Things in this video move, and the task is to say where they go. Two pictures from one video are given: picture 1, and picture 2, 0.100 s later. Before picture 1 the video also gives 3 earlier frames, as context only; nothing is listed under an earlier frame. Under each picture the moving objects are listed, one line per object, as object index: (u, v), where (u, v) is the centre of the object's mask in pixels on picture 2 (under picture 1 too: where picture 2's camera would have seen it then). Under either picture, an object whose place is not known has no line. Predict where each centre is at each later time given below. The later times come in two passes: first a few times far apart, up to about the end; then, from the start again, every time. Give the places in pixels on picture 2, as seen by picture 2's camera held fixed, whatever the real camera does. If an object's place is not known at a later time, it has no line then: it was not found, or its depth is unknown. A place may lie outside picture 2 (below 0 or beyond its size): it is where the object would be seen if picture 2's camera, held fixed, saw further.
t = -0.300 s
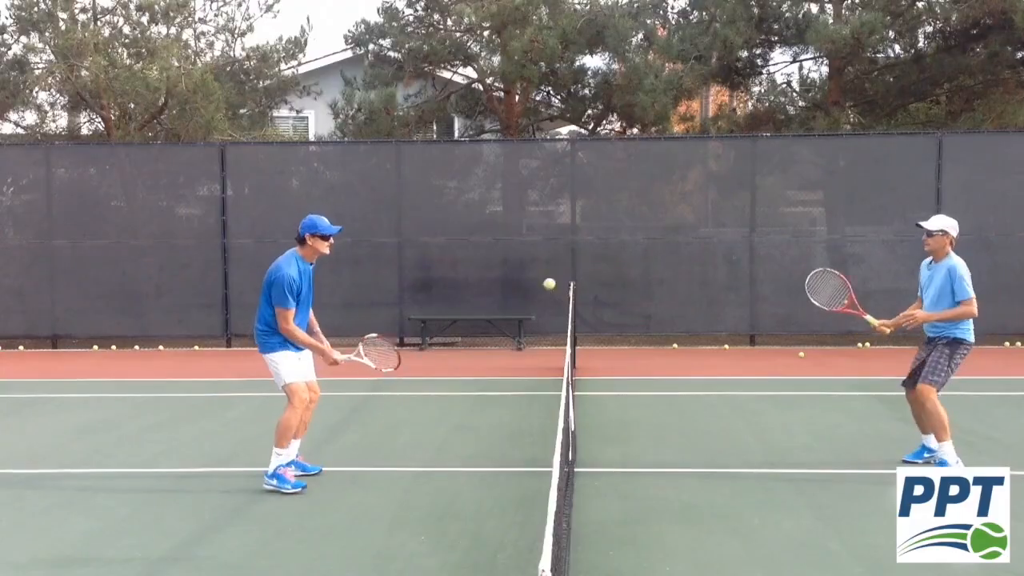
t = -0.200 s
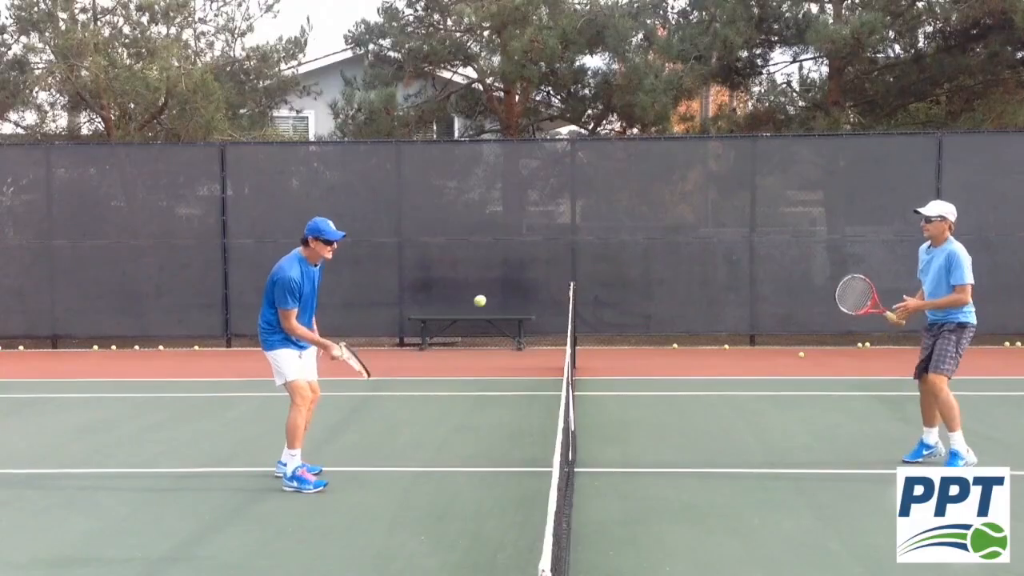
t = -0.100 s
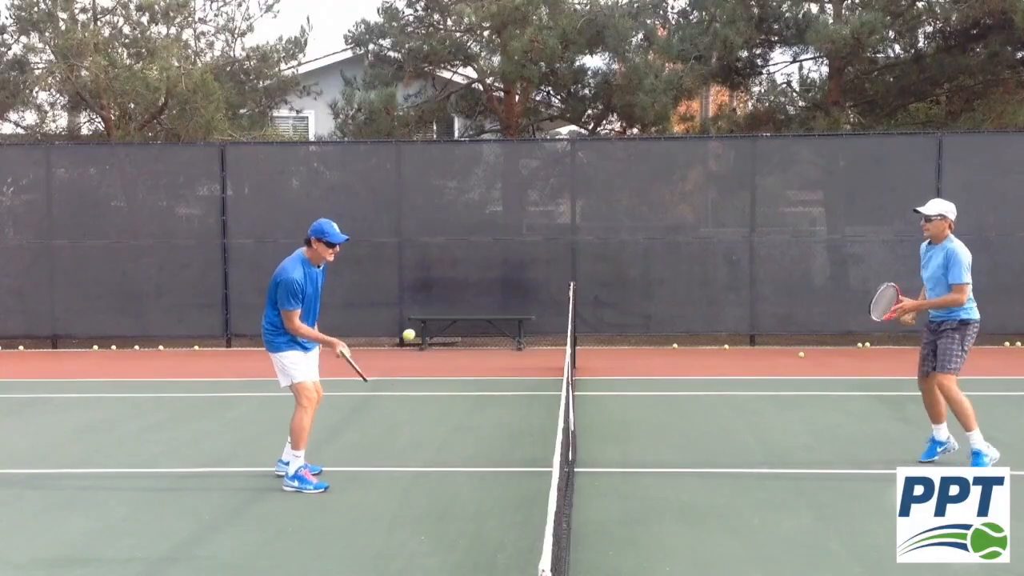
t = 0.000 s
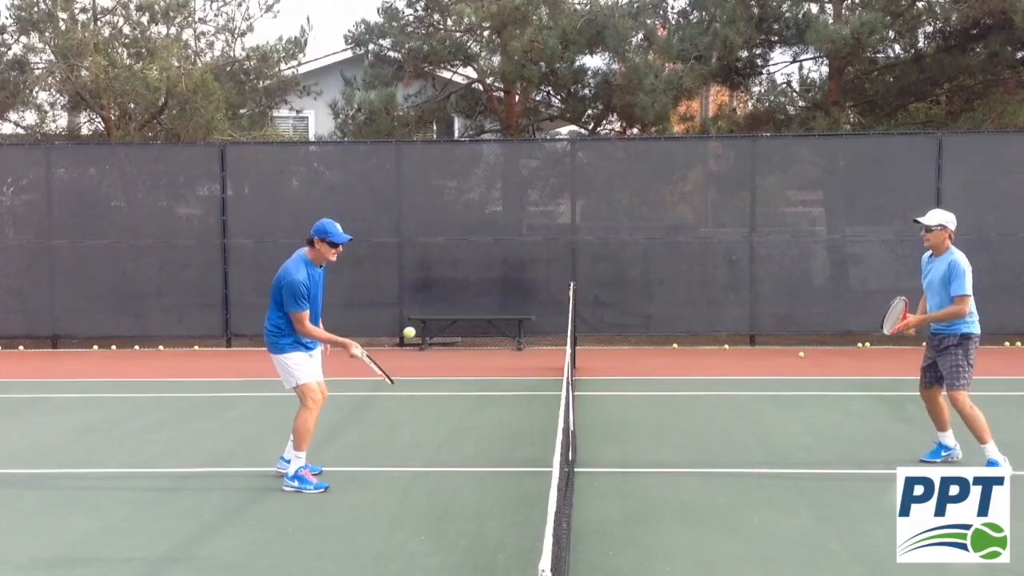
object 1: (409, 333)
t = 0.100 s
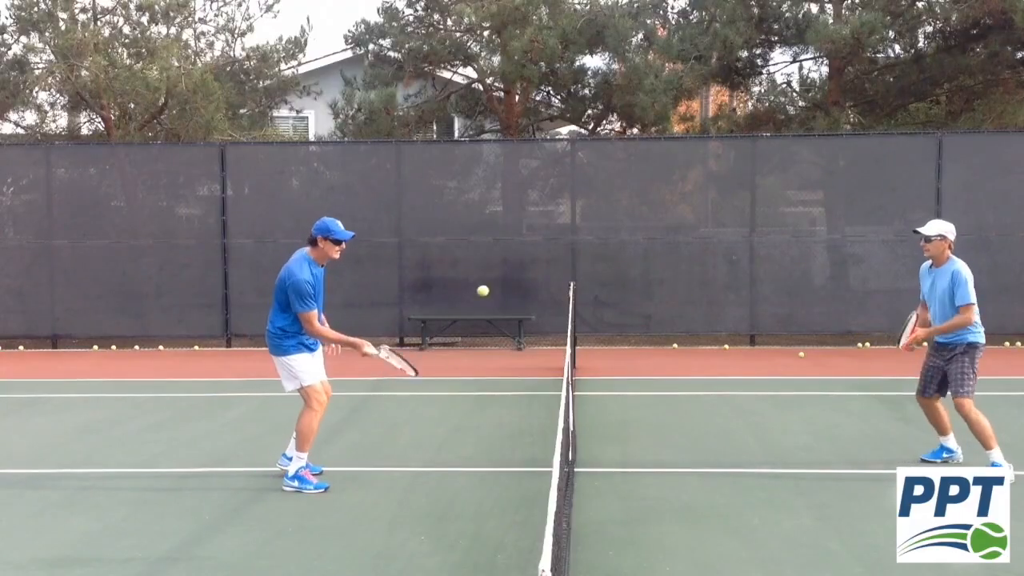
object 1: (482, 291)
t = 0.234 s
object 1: (574, 262)
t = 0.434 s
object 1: (699, 270)
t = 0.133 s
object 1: (506, 281)
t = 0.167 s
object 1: (529, 273)
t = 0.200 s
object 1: (552, 266)
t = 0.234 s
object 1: (574, 262)
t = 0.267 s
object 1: (596, 259)
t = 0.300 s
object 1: (617, 258)
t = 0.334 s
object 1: (638, 259)
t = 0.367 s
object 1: (659, 261)
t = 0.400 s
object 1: (679, 265)
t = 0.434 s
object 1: (699, 270)
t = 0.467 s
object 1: (718, 277)
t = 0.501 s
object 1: (738, 286)
